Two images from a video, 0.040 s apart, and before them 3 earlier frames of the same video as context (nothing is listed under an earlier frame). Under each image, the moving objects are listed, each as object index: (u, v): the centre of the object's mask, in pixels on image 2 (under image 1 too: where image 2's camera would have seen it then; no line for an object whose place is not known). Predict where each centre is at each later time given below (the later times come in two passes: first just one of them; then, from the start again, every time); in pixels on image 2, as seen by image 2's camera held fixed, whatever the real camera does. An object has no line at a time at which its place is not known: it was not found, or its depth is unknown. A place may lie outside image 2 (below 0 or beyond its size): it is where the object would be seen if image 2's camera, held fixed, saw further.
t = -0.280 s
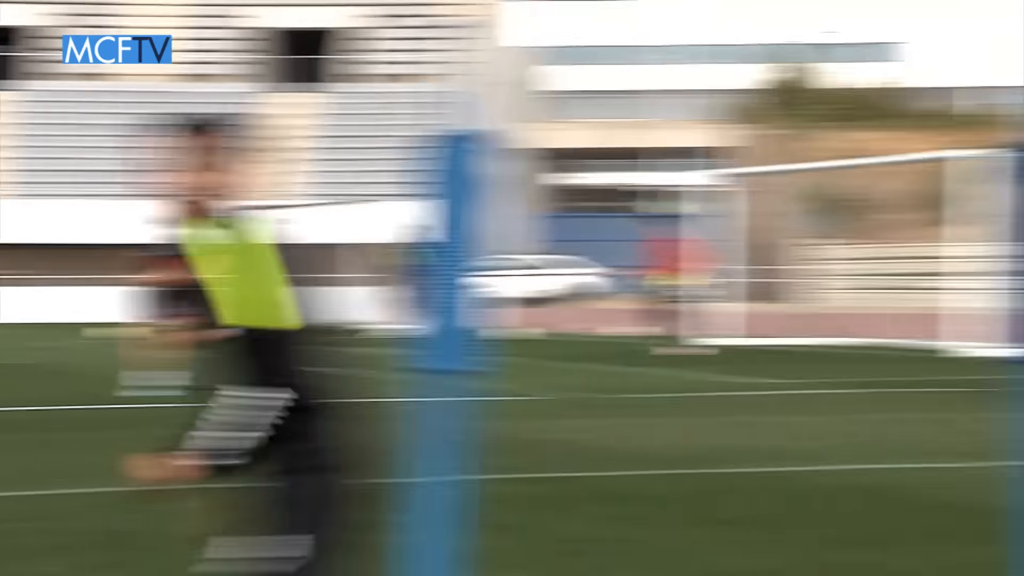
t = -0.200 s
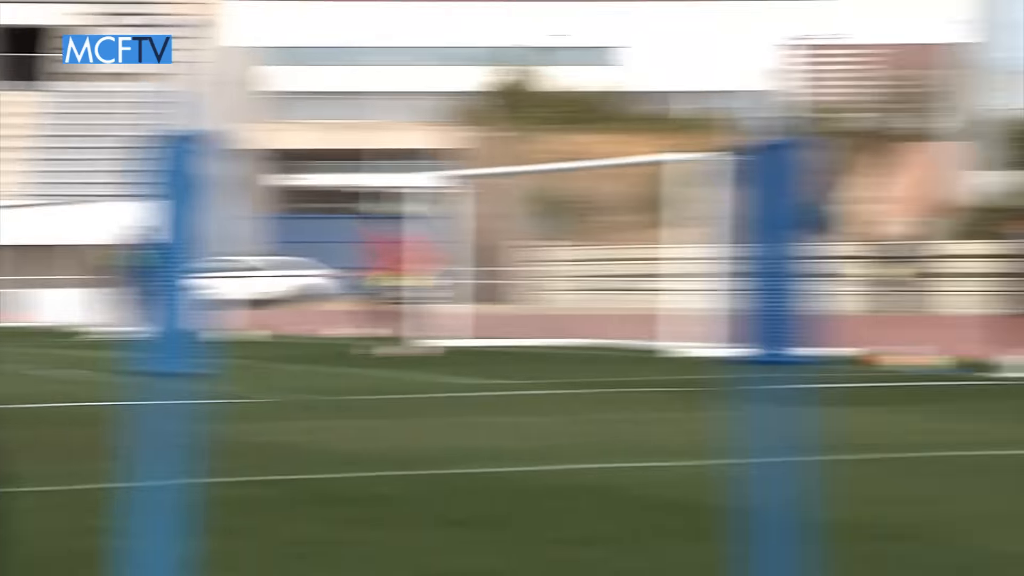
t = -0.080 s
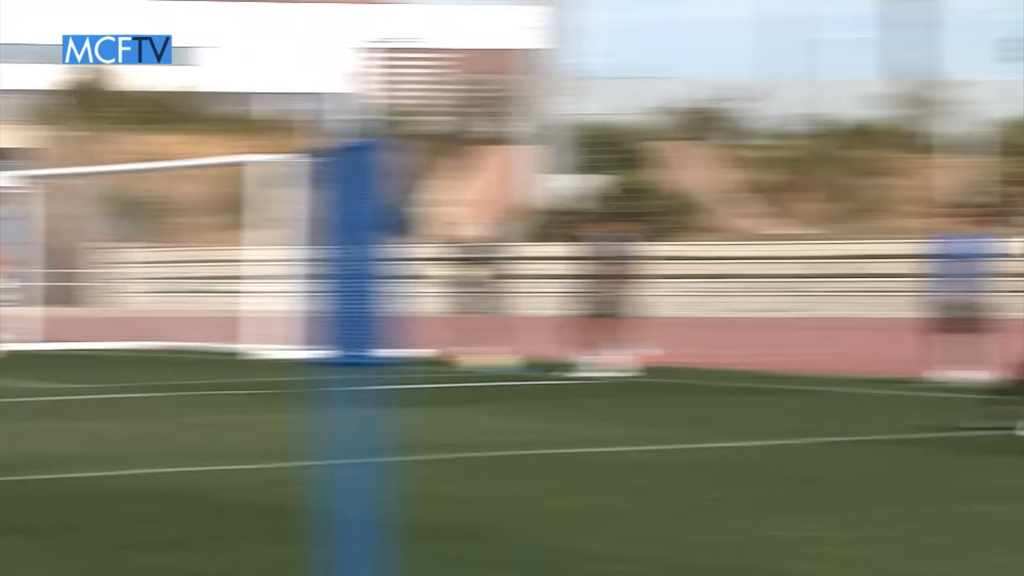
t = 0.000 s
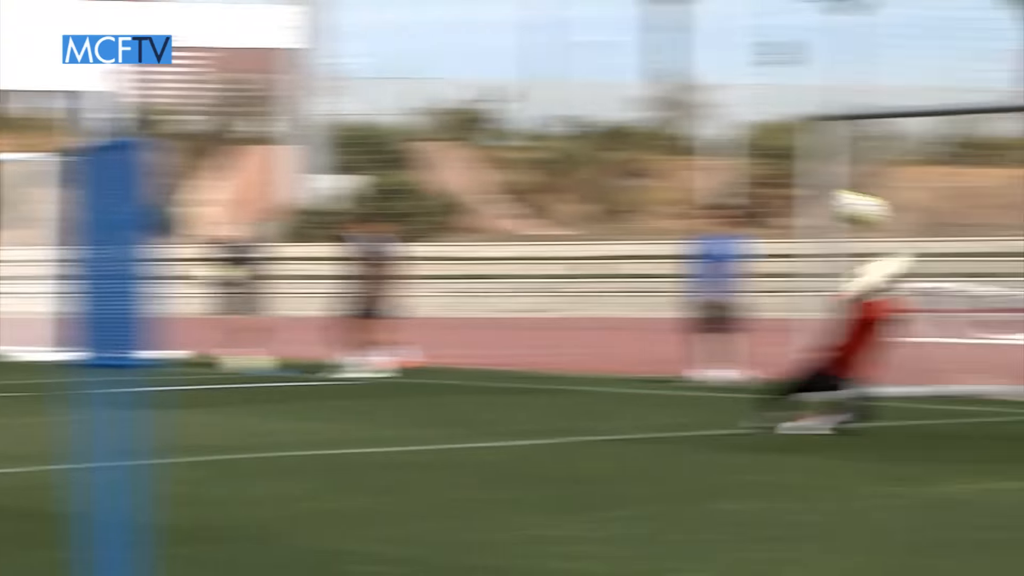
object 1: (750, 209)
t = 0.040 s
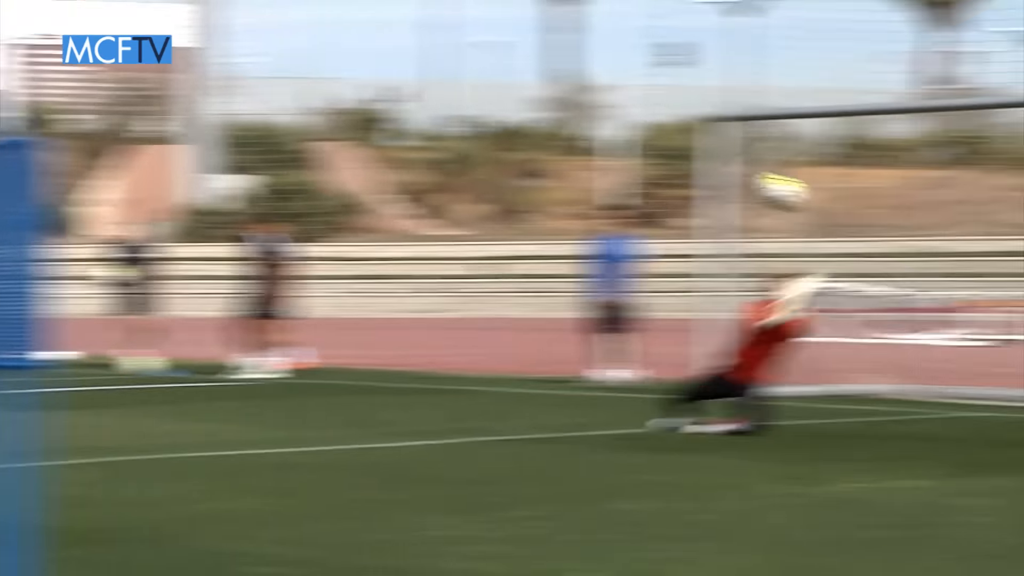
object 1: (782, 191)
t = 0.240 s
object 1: (935, 130)
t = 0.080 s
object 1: (809, 175)
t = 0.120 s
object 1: (834, 162)
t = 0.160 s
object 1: (864, 149)
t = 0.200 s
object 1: (895, 139)
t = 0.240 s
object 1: (935, 130)
